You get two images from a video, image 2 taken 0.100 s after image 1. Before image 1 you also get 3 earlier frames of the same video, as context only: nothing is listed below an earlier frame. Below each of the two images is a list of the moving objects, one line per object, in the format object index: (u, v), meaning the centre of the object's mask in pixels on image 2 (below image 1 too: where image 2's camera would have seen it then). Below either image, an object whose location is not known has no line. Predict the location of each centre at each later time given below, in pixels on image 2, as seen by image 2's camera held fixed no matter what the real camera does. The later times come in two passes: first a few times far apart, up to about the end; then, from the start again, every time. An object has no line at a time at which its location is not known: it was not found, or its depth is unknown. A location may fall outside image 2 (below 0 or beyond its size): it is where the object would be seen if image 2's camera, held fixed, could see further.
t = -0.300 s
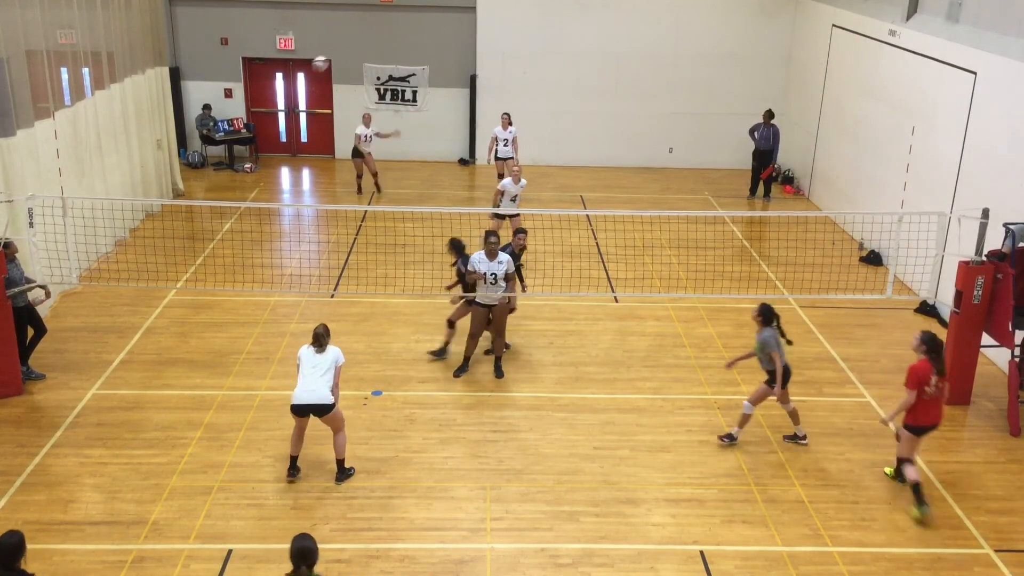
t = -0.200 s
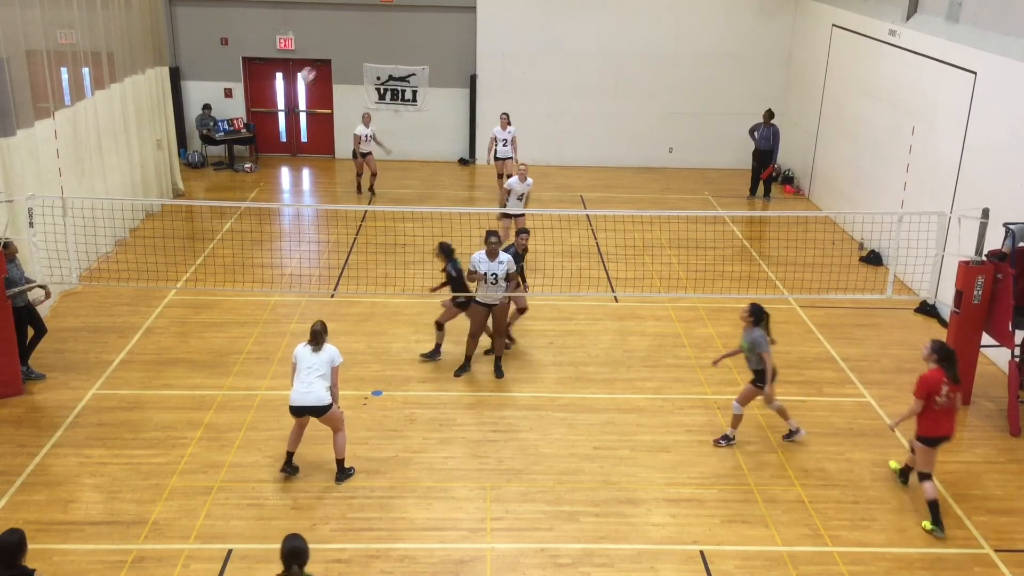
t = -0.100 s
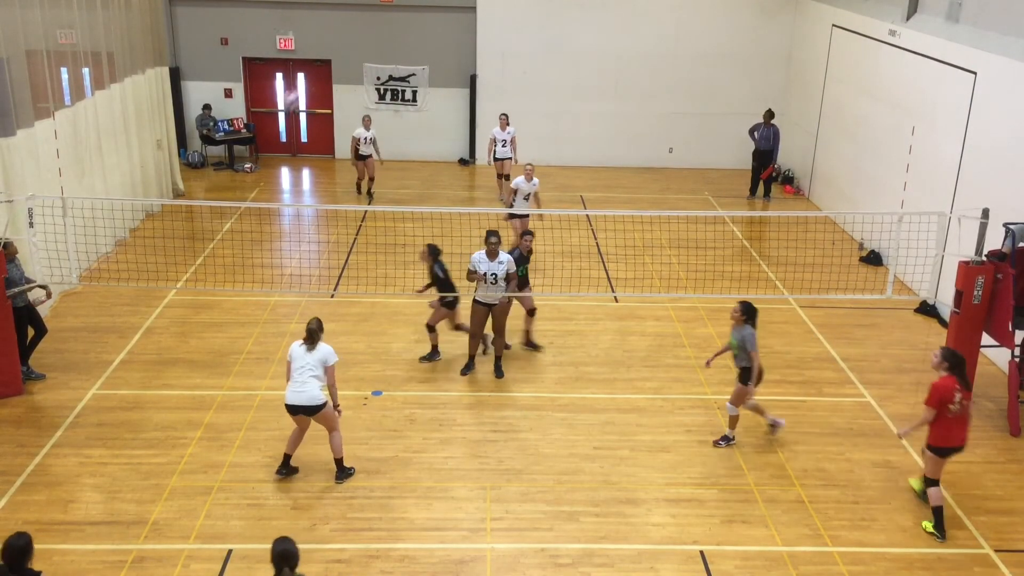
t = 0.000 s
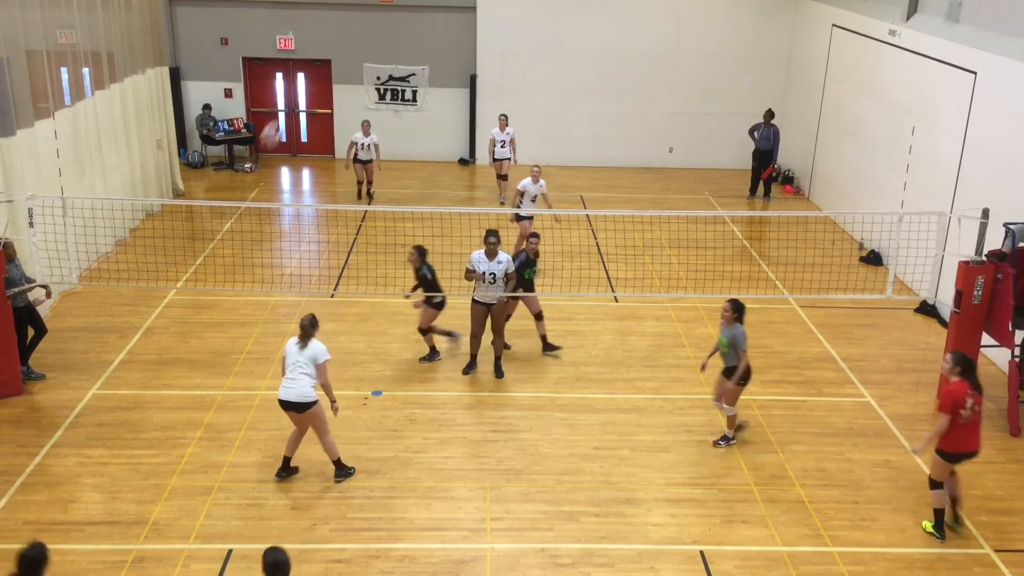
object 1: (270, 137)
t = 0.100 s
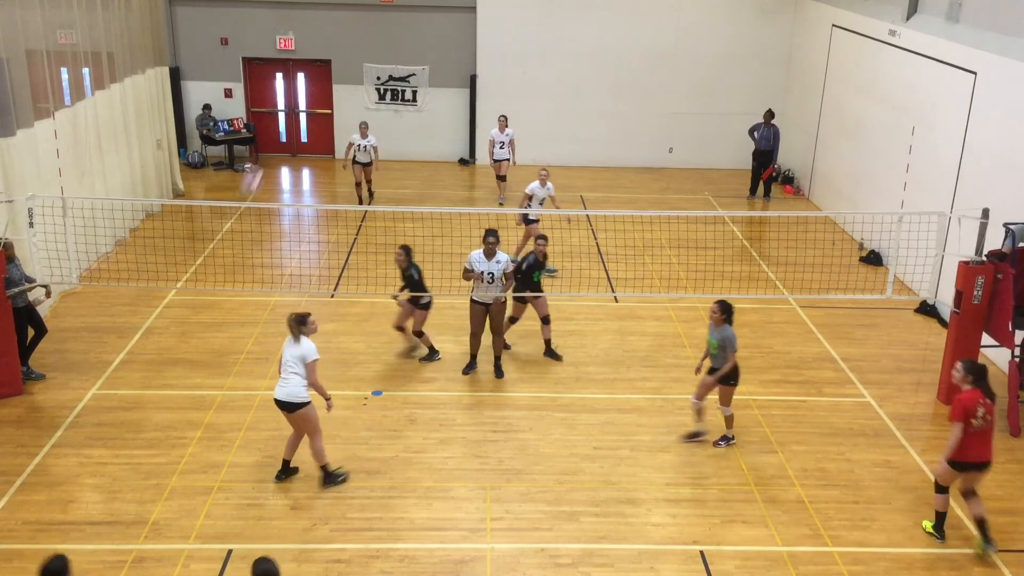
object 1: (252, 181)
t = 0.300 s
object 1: (210, 336)
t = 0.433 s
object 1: (172, 506)
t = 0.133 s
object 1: (247, 200)
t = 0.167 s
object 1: (240, 223)
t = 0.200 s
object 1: (231, 248)
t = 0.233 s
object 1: (225, 274)
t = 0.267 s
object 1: (217, 304)
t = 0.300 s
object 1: (210, 336)
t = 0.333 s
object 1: (201, 370)
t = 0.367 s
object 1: (192, 413)
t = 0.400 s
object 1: (182, 456)
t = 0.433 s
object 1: (172, 506)
